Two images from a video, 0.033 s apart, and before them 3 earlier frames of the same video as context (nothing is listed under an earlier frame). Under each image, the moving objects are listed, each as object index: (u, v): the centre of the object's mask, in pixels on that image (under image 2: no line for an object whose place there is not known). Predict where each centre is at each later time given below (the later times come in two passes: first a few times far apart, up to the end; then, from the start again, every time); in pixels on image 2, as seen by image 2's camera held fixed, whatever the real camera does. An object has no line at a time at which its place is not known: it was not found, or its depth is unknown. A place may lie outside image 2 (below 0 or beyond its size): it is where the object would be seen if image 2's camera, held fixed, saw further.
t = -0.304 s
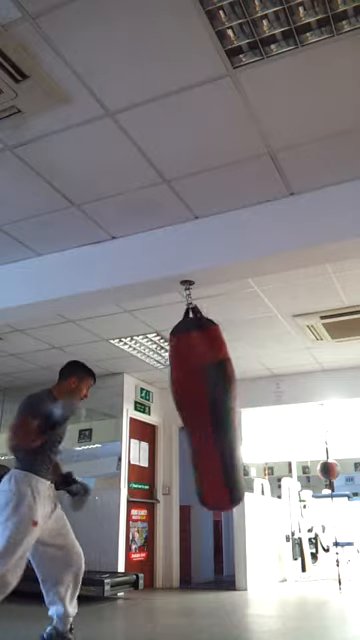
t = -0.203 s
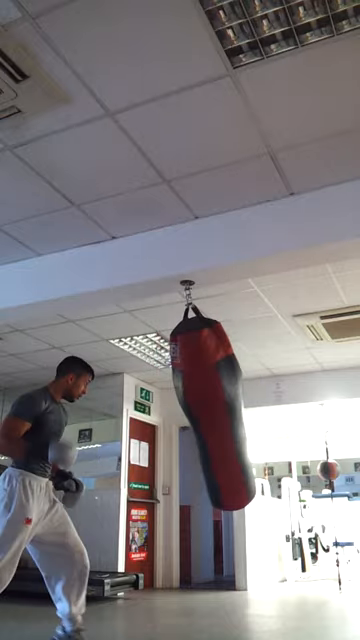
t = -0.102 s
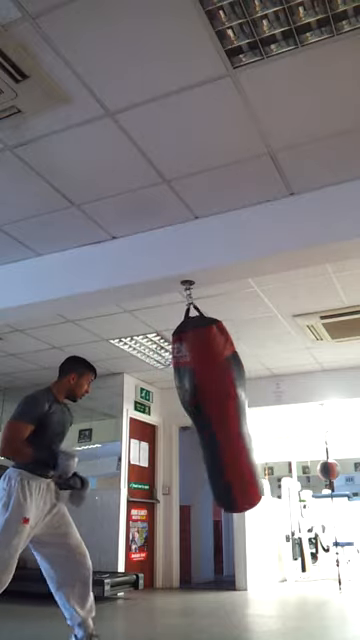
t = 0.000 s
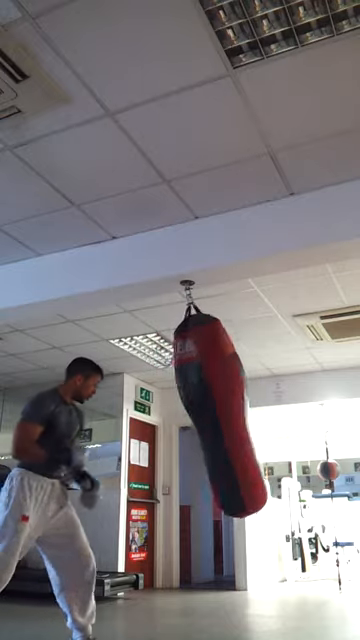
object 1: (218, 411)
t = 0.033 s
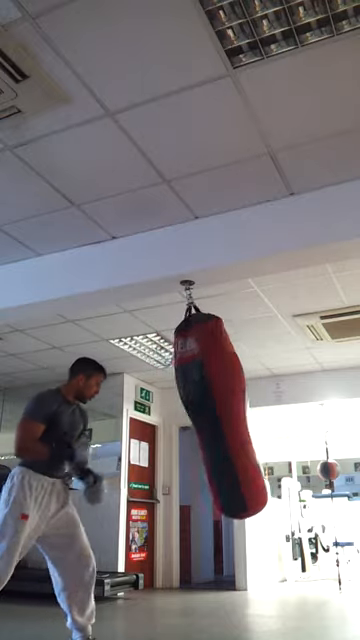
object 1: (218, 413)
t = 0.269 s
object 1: (206, 413)
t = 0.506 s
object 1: (176, 406)
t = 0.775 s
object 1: (151, 402)
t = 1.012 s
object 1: (154, 411)
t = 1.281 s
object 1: (182, 415)
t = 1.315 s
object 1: (186, 415)
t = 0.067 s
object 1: (218, 413)
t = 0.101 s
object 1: (217, 414)
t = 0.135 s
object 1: (216, 414)
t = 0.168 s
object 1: (214, 414)
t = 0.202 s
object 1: (212, 414)
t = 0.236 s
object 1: (209, 413)
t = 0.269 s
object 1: (206, 413)
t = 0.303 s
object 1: (203, 413)
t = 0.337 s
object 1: (199, 411)
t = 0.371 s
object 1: (194, 411)
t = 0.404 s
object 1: (190, 409)
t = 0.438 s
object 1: (186, 409)
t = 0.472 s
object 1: (181, 406)
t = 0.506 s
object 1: (176, 406)
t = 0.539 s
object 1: (172, 404)
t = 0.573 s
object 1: (168, 403)
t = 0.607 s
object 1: (164, 402)
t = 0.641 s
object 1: (160, 402)
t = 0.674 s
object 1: (157, 402)
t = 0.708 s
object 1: (154, 402)
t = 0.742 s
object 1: (152, 402)
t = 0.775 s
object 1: (151, 402)
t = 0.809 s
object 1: (149, 403)
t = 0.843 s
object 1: (149, 405)
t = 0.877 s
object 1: (149, 406)
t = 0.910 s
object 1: (150, 407)
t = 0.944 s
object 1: (151, 408)
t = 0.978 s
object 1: (152, 410)
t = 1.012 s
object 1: (154, 411)
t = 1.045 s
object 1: (157, 412)
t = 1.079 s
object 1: (160, 414)
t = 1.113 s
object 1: (163, 415)
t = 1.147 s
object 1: (167, 415)
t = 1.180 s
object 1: (171, 415)
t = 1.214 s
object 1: (175, 415)
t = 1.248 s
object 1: (179, 415)
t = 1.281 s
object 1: (182, 415)
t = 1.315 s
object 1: (186, 415)
